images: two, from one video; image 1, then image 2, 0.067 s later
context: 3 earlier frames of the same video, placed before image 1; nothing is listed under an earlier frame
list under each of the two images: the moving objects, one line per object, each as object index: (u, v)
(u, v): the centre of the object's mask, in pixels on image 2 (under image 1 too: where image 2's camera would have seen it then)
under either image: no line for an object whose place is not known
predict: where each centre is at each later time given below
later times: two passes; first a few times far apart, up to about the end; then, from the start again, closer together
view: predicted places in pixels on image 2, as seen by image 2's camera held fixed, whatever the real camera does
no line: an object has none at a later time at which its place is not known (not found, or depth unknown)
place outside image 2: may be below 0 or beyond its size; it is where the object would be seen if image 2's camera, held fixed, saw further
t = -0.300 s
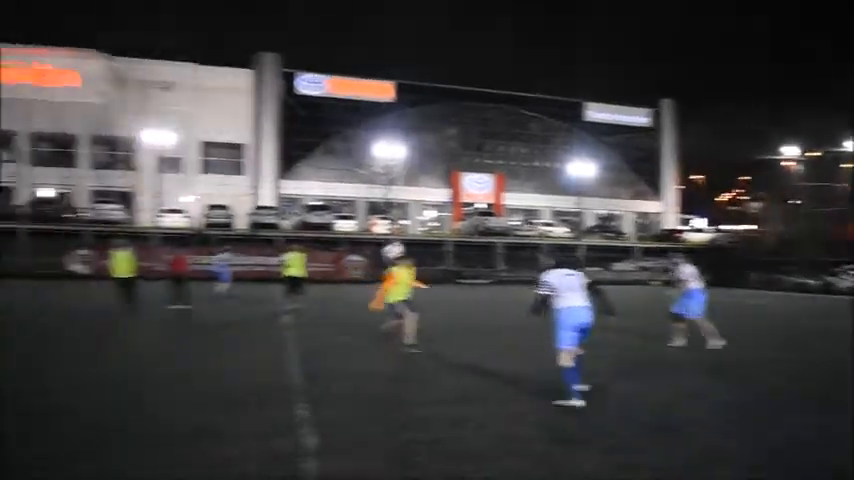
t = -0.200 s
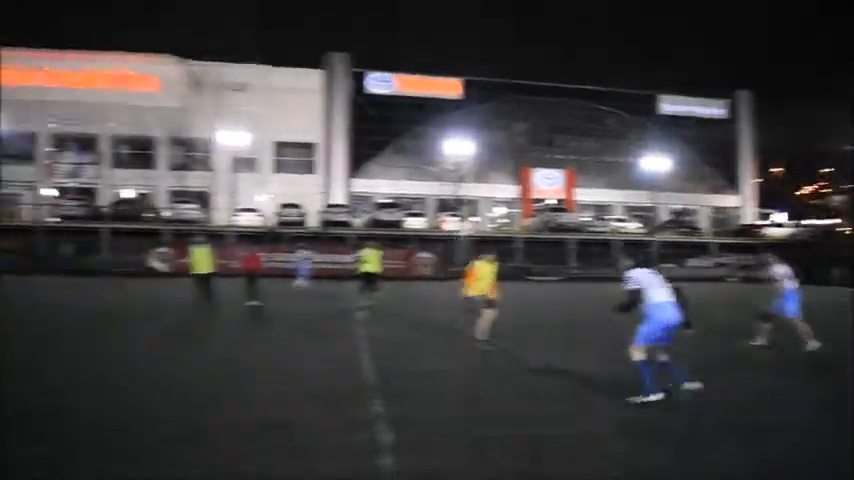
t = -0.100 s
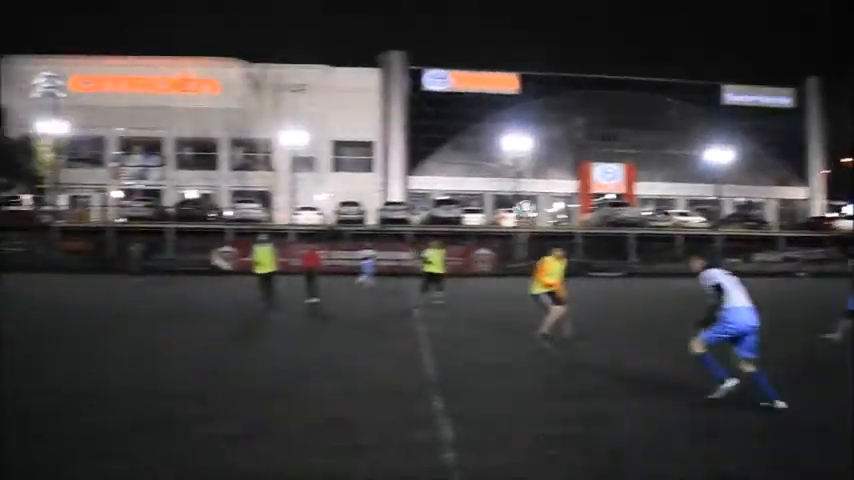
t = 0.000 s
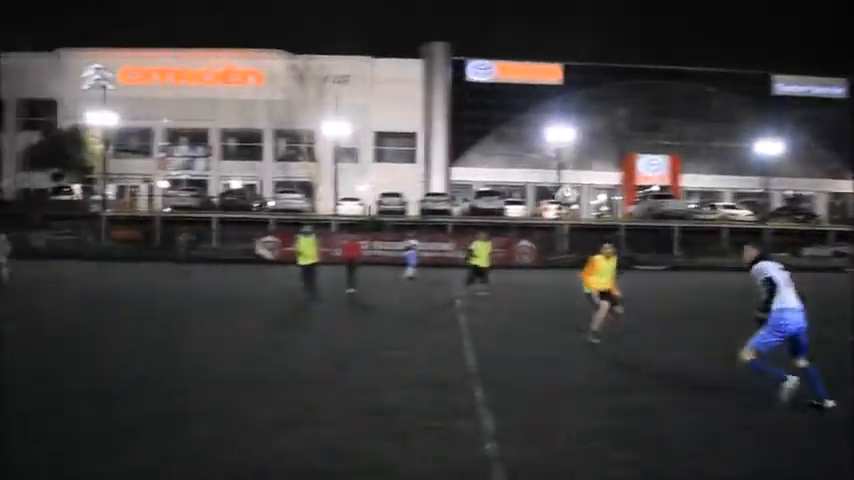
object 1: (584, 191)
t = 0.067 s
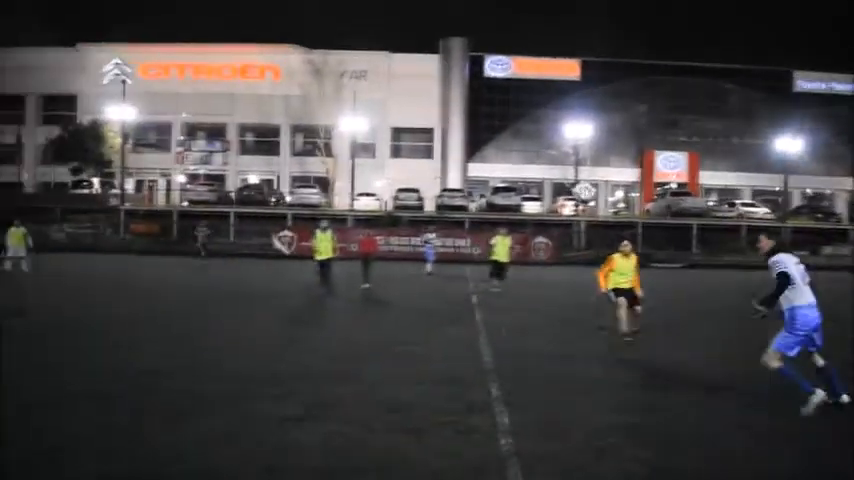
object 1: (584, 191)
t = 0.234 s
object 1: (583, 218)
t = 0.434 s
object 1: (582, 316)
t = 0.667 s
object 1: (547, 406)
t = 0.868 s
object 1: (446, 332)
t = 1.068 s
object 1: (294, 325)
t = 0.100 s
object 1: (584, 194)
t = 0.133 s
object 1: (584, 198)
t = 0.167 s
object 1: (584, 203)
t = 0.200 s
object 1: (585, 209)
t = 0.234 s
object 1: (583, 218)
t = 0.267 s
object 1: (583, 230)
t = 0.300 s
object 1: (583, 241)
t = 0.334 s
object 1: (582, 256)
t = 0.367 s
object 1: (583, 272)
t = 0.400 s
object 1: (582, 292)
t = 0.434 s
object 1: (582, 316)
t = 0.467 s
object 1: (582, 341)
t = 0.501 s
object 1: (582, 369)
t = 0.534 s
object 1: (583, 402)
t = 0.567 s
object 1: (583, 437)
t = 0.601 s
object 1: (574, 440)
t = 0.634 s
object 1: (561, 422)
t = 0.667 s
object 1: (547, 406)
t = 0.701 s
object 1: (533, 390)
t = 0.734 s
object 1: (517, 377)
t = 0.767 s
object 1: (501, 364)
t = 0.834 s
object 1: (466, 341)
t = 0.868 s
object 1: (446, 332)
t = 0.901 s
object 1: (424, 324)
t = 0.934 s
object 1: (402, 320)
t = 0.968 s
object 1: (377, 316)
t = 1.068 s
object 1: (294, 325)
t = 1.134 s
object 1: (229, 348)
